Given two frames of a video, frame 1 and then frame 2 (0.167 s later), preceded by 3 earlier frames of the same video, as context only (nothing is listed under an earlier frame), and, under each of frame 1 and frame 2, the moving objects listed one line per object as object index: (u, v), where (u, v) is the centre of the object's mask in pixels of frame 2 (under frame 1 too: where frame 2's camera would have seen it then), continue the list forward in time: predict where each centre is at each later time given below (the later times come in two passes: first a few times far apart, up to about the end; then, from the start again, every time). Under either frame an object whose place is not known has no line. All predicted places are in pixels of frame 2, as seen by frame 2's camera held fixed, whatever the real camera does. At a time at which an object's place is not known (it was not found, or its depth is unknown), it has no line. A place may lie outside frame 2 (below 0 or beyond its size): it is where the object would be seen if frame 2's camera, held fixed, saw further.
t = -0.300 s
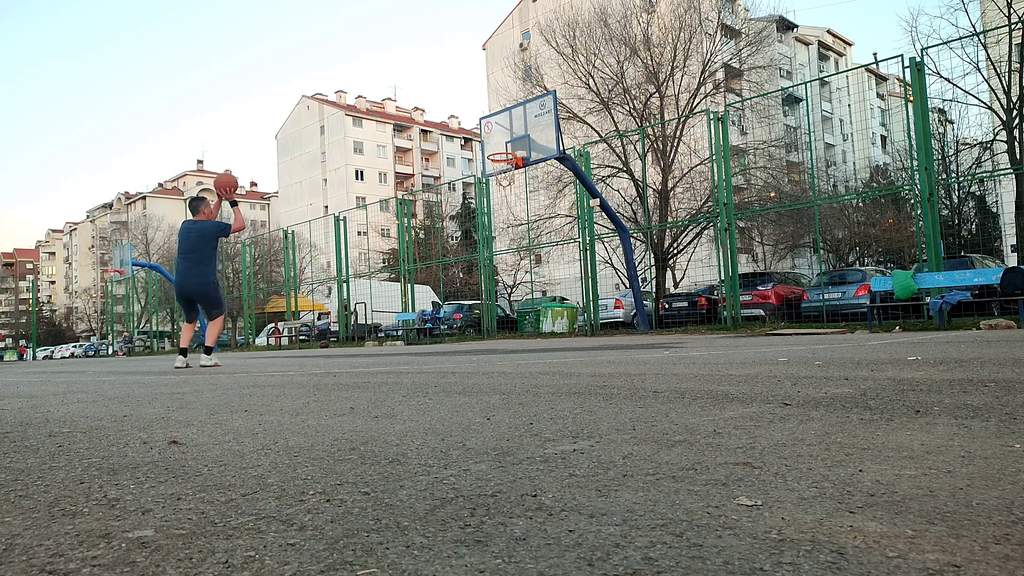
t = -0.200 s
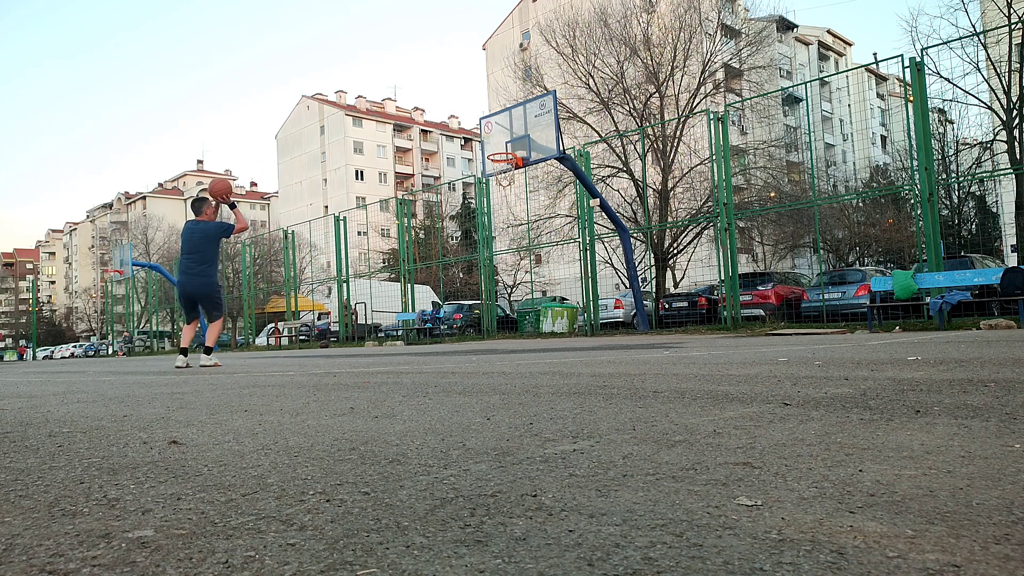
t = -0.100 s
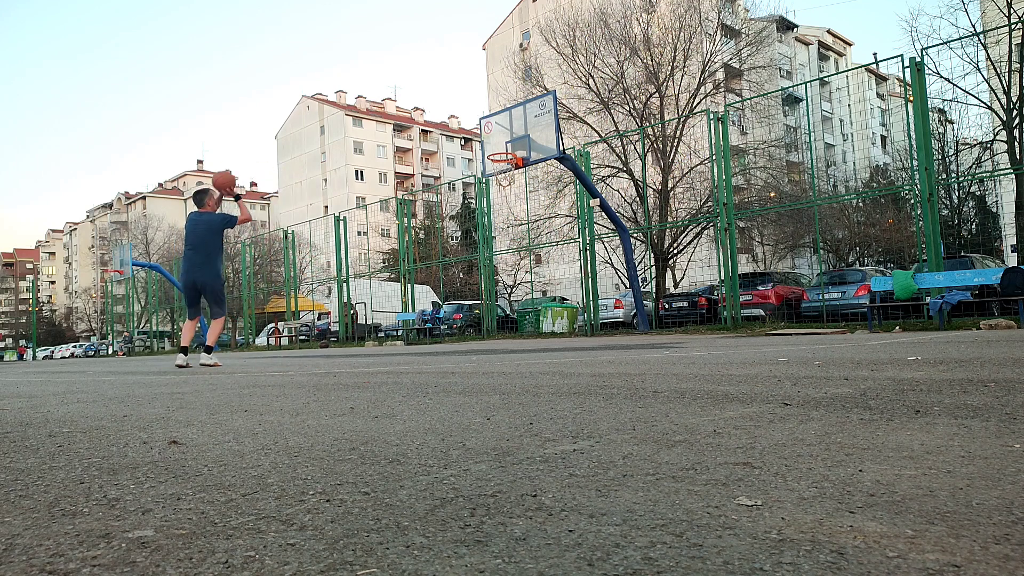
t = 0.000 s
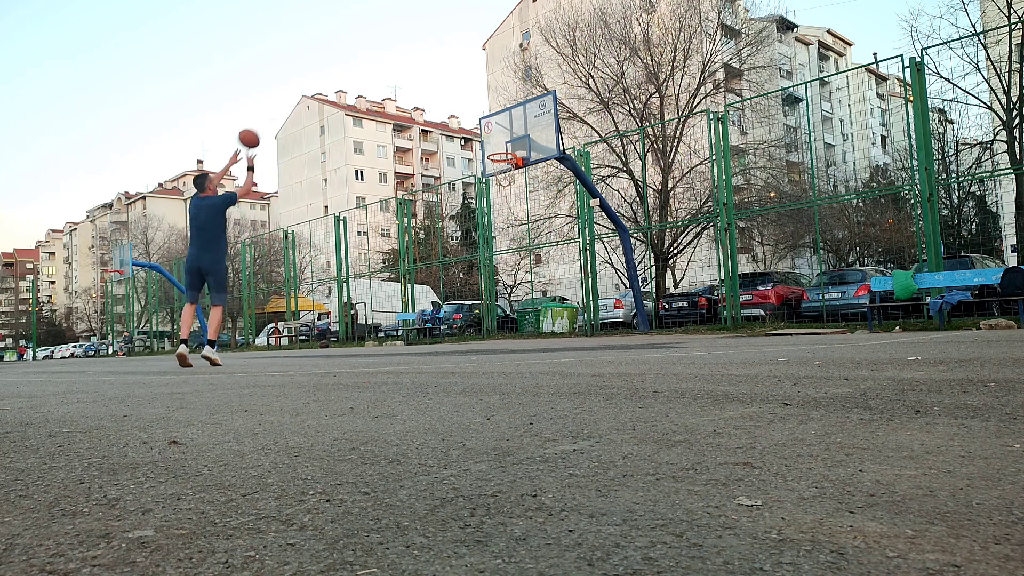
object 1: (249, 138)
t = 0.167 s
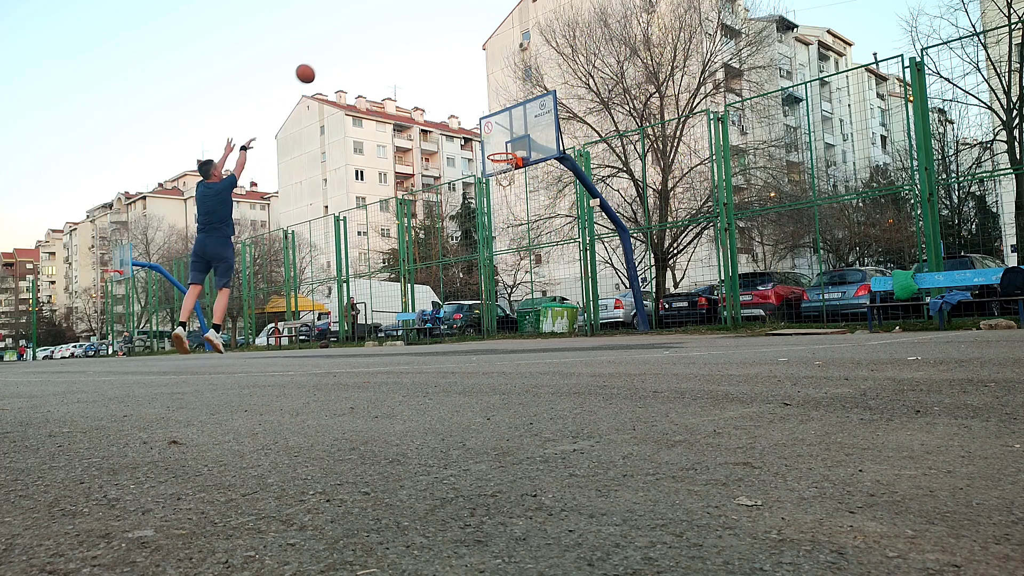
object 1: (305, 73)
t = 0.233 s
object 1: (325, 56)
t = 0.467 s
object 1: (387, 30)
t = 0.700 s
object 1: (439, 43)
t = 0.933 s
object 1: (483, 84)
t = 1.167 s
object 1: (514, 146)
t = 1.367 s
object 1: (504, 145)
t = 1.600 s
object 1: (496, 153)
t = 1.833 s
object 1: (505, 167)
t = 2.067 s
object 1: (512, 186)
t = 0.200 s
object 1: (315, 64)
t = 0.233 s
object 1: (325, 56)
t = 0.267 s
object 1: (335, 50)
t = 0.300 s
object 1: (344, 44)
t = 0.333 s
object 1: (353, 39)
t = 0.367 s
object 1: (362, 35)
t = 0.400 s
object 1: (370, 33)
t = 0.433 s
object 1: (379, 31)
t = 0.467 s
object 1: (387, 30)
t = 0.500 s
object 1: (395, 29)
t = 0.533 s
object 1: (403, 30)
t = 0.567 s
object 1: (410, 31)
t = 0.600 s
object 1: (418, 33)
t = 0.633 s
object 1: (425, 36)
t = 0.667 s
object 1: (432, 39)
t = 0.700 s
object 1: (439, 43)
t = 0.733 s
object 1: (446, 48)
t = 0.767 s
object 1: (453, 53)
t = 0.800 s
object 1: (460, 59)
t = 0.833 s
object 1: (463, 62)
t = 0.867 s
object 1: (470, 69)
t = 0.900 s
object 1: (476, 76)
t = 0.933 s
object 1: (483, 84)
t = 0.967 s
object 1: (489, 92)
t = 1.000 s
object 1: (495, 101)
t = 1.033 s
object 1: (501, 110)
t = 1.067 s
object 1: (507, 119)
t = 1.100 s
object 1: (512, 130)
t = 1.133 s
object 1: (518, 140)
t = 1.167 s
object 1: (514, 146)
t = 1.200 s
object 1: (506, 151)
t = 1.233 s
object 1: (499, 152)
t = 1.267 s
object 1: (498, 150)
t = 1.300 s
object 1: (500, 147)
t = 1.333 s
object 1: (502, 146)
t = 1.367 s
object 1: (504, 145)
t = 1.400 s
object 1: (507, 144)
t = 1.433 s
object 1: (506, 144)
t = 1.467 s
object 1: (504, 145)
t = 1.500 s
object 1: (503, 145)
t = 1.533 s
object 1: (501, 146)
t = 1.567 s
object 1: (498, 148)
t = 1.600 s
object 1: (496, 153)
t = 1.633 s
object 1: (496, 154)
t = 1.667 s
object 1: (497, 155)
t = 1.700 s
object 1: (498, 156)
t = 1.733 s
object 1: (499, 158)
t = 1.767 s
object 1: (500, 161)
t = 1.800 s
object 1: (502, 164)
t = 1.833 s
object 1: (505, 167)
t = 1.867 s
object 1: (506, 172)
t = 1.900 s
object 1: (507, 176)
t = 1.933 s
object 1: (509, 180)
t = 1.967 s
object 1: (509, 180)
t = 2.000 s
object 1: (510, 181)
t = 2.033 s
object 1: (511, 183)
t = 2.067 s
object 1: (512, 186)
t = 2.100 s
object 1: (513, 189)
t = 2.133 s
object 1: (513, 193)
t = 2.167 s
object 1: (514, 198)
